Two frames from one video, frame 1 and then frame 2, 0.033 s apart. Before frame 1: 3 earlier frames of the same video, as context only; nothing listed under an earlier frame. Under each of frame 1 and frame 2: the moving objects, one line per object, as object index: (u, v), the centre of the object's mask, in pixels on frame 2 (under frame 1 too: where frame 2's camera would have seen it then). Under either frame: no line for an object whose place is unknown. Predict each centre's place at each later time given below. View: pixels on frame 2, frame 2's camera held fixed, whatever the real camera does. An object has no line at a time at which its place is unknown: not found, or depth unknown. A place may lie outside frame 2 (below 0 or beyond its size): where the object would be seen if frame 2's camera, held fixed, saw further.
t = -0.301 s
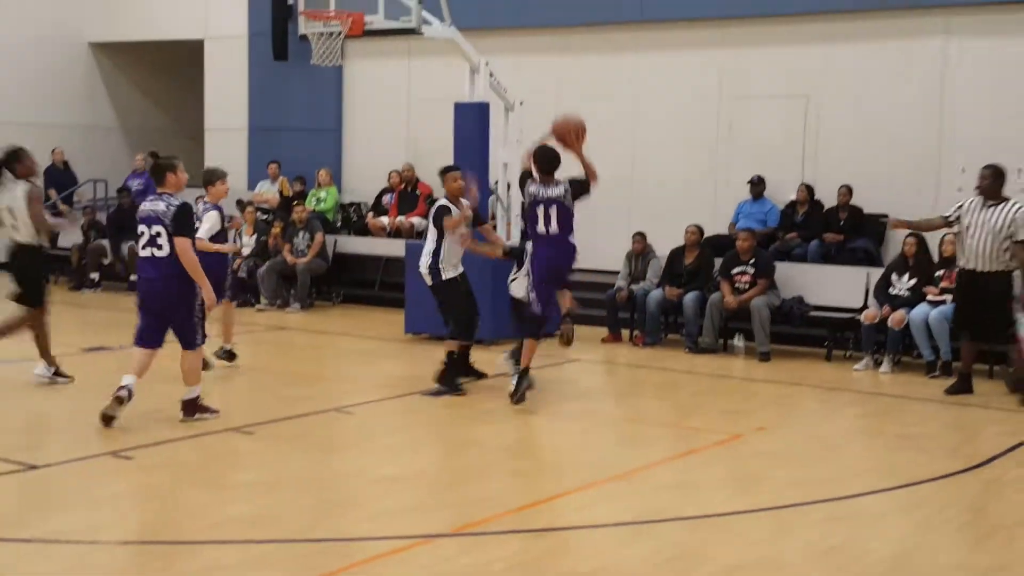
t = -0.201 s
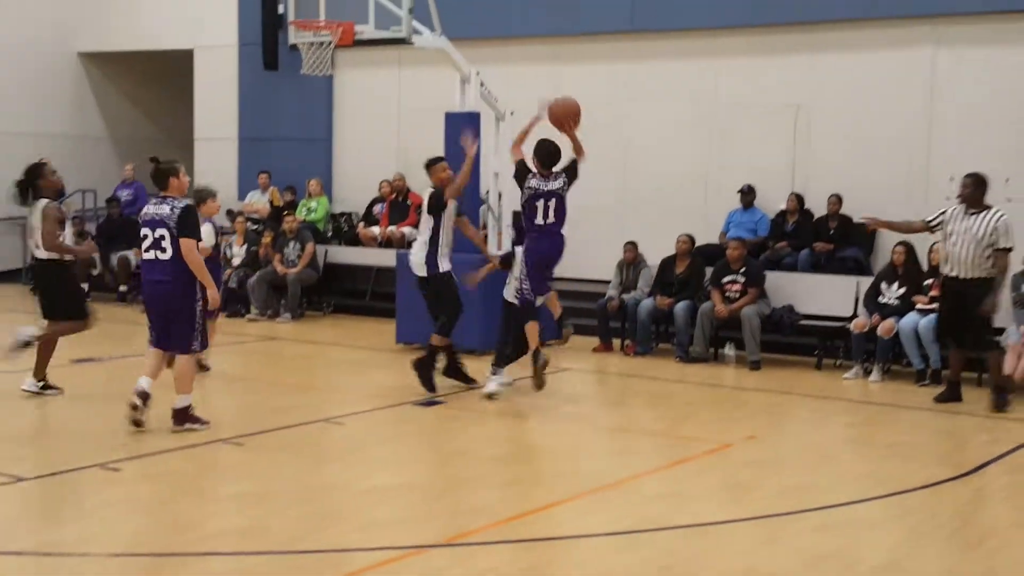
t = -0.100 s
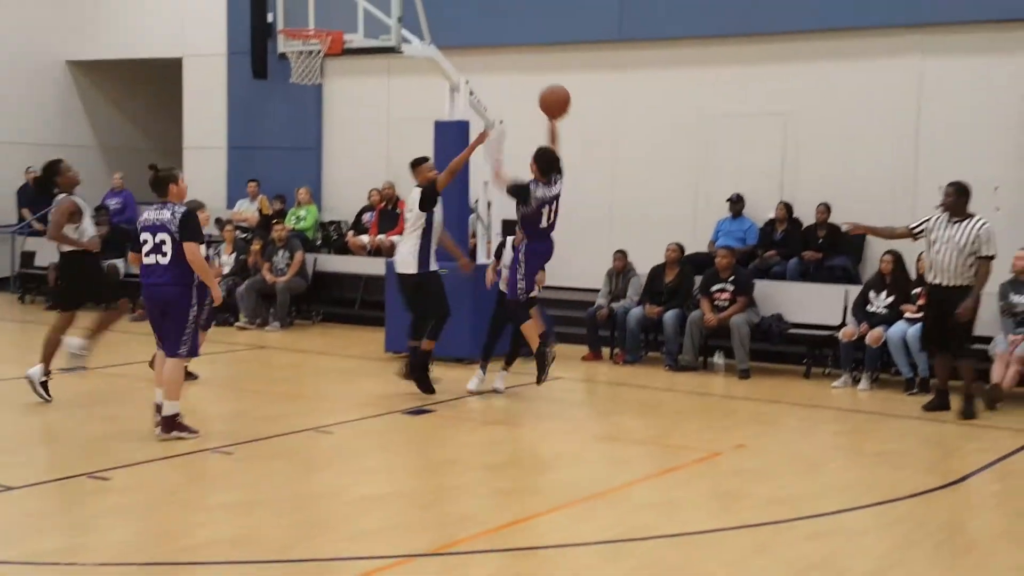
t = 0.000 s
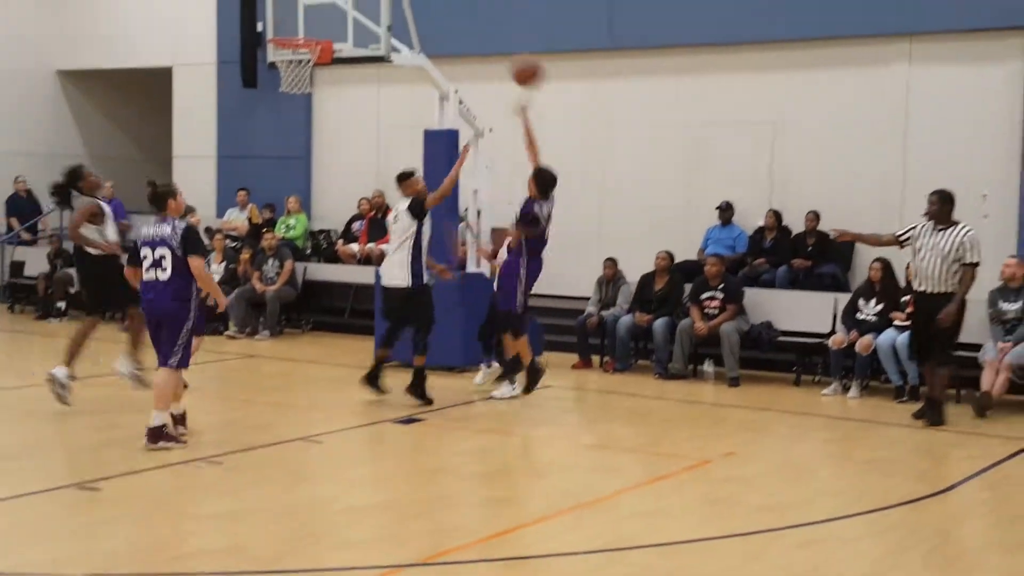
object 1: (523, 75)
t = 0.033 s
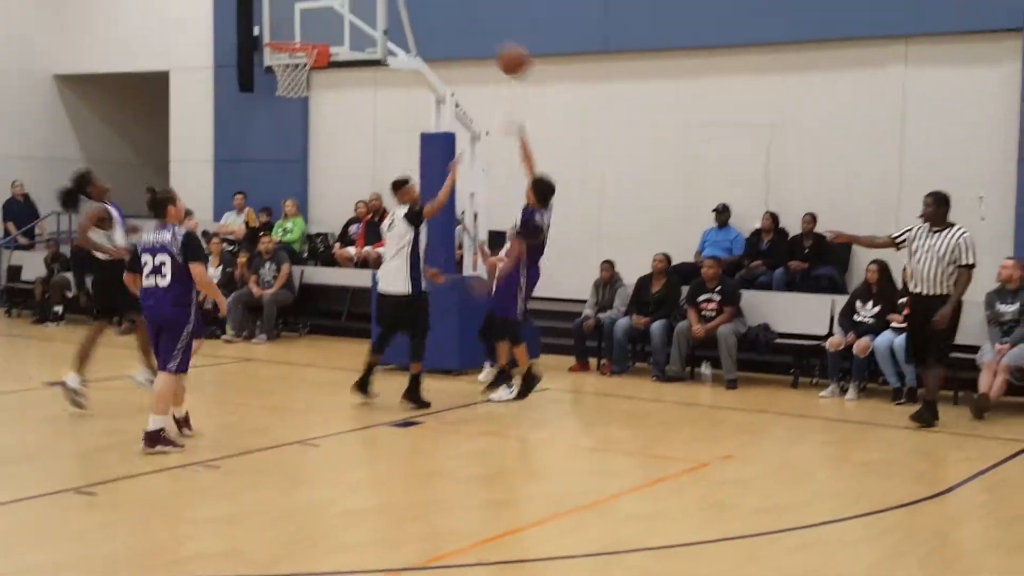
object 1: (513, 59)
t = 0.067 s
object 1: (504, 47)
